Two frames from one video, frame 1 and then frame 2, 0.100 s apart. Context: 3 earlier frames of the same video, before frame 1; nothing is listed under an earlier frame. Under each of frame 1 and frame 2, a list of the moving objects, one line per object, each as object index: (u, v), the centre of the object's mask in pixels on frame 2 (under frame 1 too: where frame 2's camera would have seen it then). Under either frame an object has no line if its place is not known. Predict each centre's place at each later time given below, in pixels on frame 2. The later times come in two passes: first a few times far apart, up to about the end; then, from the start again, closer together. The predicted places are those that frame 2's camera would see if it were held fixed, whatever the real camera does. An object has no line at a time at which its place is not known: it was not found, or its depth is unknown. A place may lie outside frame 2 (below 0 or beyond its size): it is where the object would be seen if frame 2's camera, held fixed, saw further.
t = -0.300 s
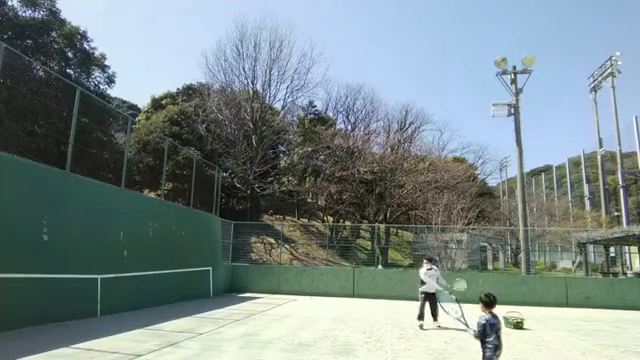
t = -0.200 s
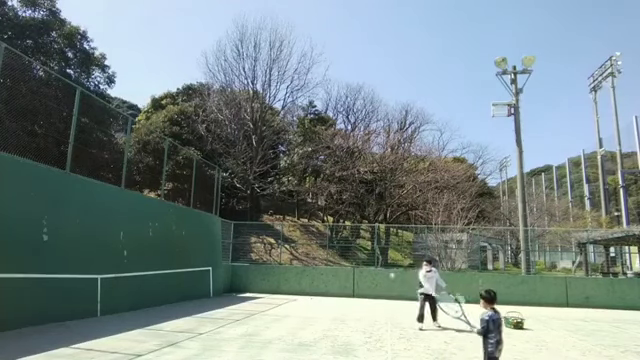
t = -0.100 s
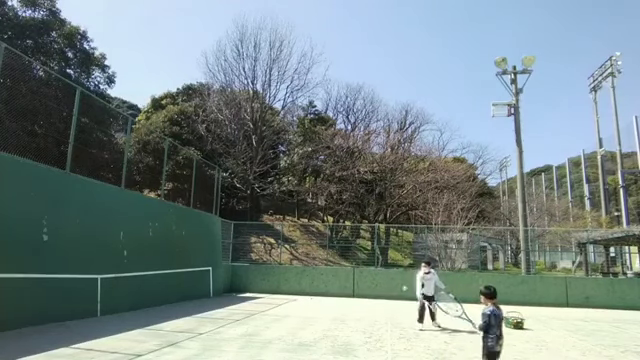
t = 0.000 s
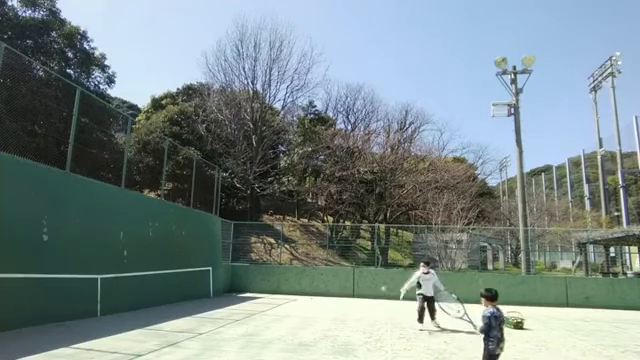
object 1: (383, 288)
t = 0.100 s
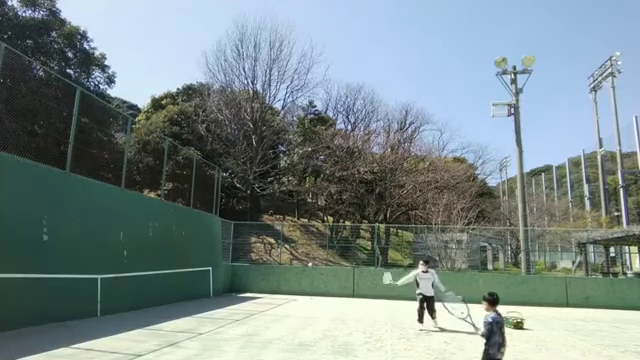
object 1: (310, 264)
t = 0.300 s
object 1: (171, 234)
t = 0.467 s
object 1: (64, 225)
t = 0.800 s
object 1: (173, 232)
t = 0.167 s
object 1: (262, 251)
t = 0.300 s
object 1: (171, 234)
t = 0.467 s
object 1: (64, 225)
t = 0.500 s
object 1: (74, 223)
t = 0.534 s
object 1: (85, 222)
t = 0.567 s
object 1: (95, 221)
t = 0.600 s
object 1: (106, 221)
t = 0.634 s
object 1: (117, 221)
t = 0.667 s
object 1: (128, 222)
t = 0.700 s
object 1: (139, 224)
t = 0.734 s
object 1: (151, 226)
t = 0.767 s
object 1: (162, 228)
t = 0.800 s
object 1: (173, 232)
